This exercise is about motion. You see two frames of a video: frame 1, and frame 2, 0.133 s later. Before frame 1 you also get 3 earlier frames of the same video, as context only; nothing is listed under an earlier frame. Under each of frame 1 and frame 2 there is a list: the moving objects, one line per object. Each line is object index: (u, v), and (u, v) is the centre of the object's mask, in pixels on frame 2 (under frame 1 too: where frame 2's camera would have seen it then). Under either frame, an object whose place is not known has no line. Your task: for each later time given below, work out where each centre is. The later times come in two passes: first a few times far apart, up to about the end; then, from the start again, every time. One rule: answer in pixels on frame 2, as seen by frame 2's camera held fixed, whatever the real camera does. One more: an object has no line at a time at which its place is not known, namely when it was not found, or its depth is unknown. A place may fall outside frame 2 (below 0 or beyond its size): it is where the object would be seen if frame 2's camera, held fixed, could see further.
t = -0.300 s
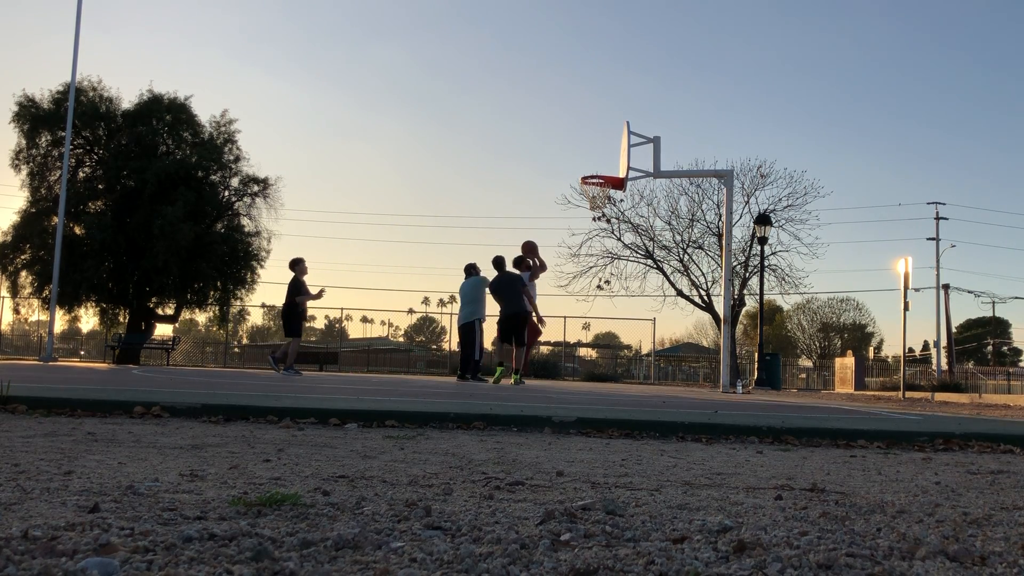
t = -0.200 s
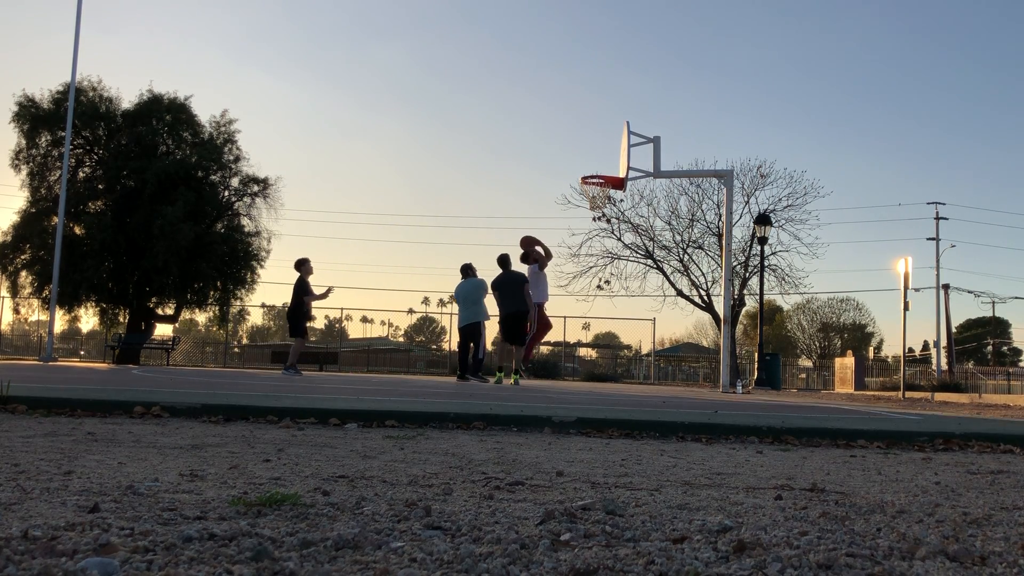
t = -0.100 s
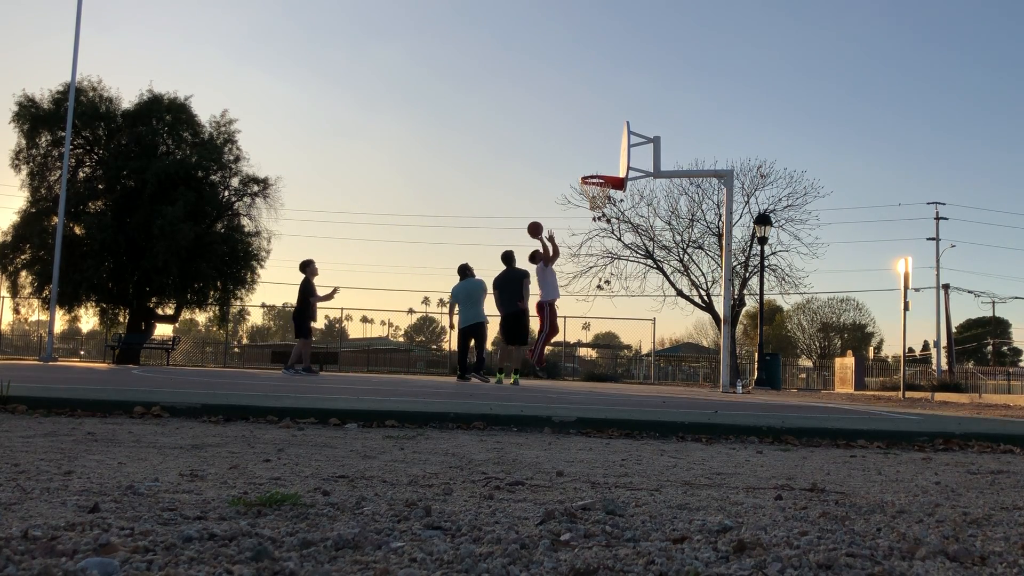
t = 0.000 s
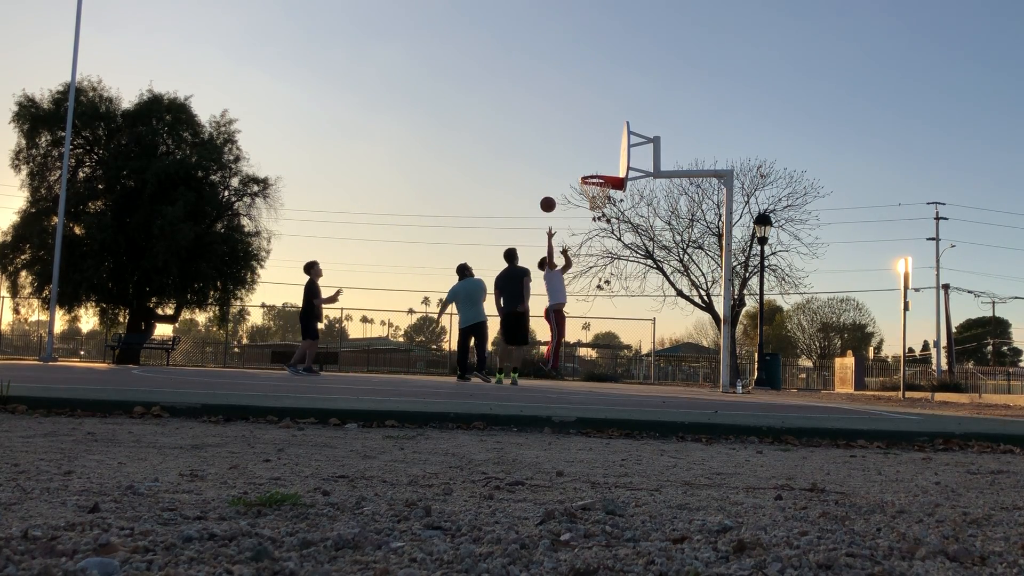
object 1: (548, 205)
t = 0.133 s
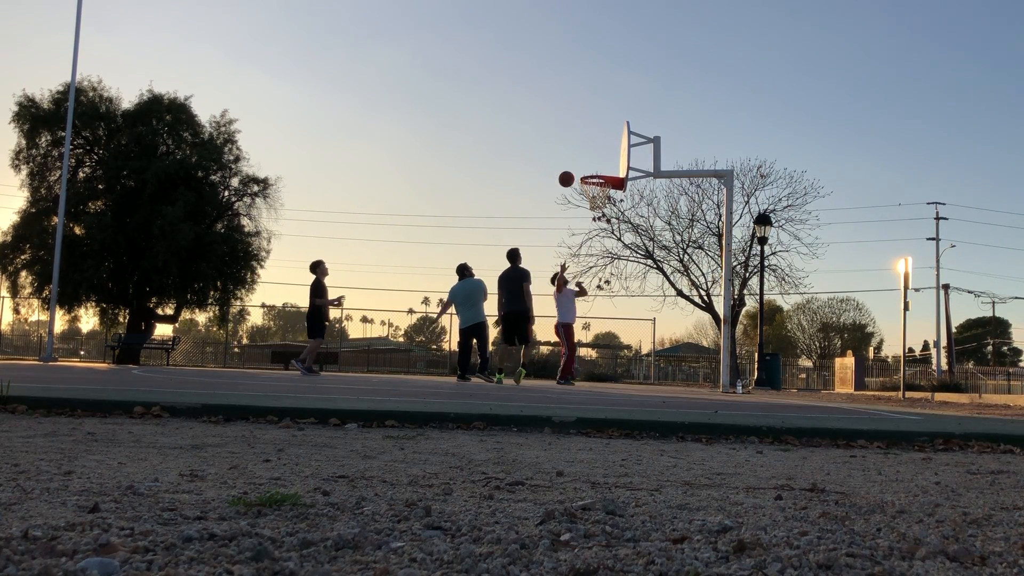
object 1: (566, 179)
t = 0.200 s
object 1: (575, 171)
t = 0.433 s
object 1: (606, 165)
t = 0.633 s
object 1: (601, 168)
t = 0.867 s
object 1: (577, 169)
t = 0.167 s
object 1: (571, 174)
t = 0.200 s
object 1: (575, 171)
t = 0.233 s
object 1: (580, 168)
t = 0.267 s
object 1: (584, 165)
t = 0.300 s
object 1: (588, 164)
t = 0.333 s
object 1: (593, 163)
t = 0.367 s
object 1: (597, 163)
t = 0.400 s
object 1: (602, 163)
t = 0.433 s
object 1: (606, 165)
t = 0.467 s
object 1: (610, 167)
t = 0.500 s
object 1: (615, 169)
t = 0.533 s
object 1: (612, 171)
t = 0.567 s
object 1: (608, 170)
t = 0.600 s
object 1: (605, 169)
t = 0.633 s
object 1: (601, 168)
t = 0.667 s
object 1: (598, 168)
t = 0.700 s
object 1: (594, 169)
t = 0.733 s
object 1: (590, 170)
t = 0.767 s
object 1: (587, 171)
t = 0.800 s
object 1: (583, 171)
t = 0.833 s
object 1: (580, 170)
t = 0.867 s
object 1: (577, 169)
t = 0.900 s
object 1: (573, 169)
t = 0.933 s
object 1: (570, 169)
